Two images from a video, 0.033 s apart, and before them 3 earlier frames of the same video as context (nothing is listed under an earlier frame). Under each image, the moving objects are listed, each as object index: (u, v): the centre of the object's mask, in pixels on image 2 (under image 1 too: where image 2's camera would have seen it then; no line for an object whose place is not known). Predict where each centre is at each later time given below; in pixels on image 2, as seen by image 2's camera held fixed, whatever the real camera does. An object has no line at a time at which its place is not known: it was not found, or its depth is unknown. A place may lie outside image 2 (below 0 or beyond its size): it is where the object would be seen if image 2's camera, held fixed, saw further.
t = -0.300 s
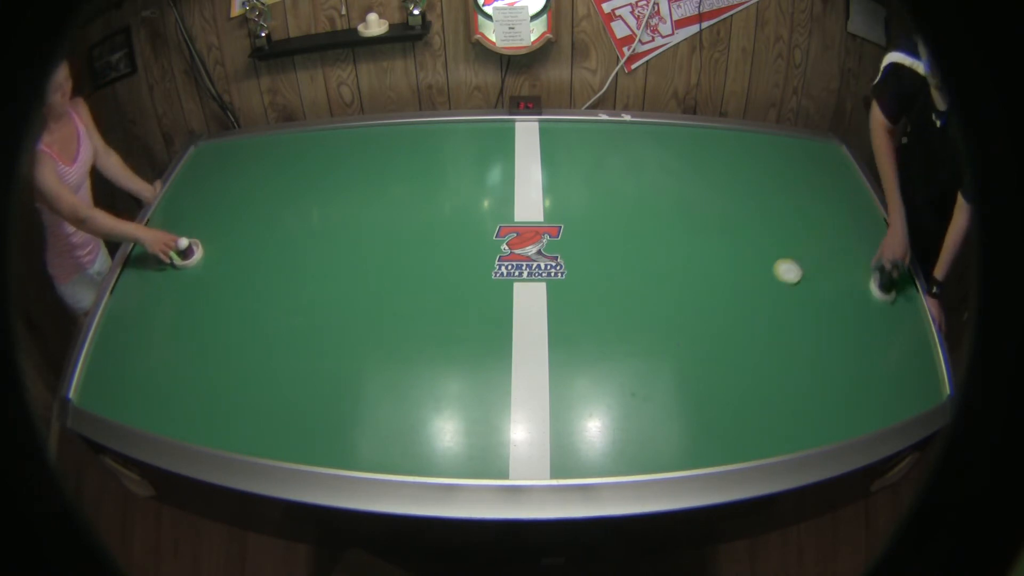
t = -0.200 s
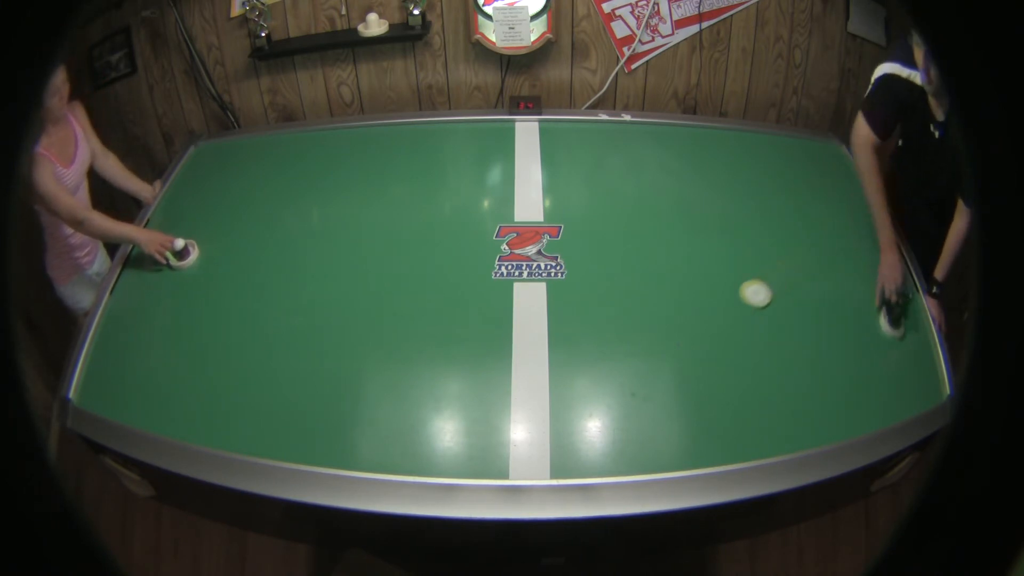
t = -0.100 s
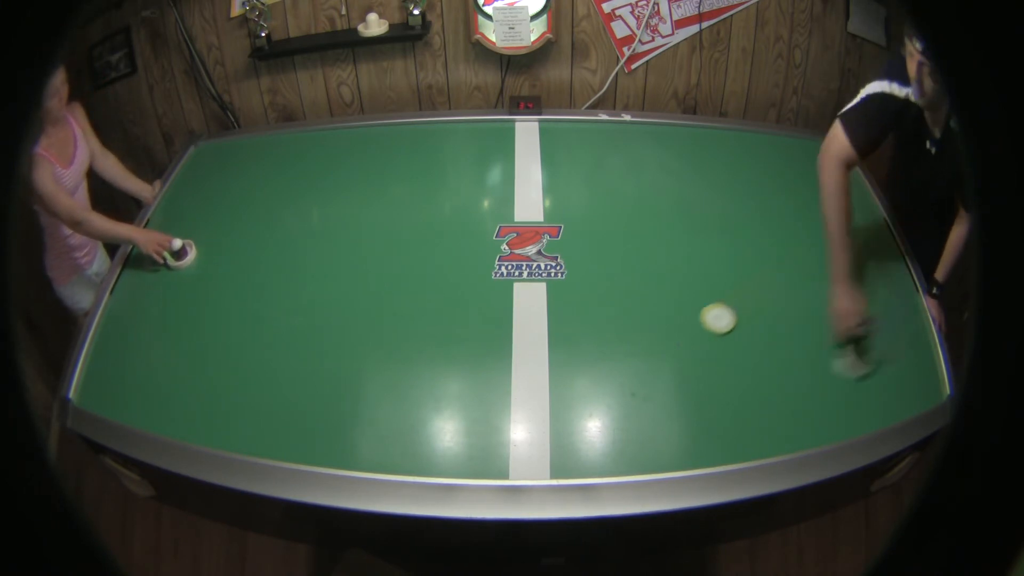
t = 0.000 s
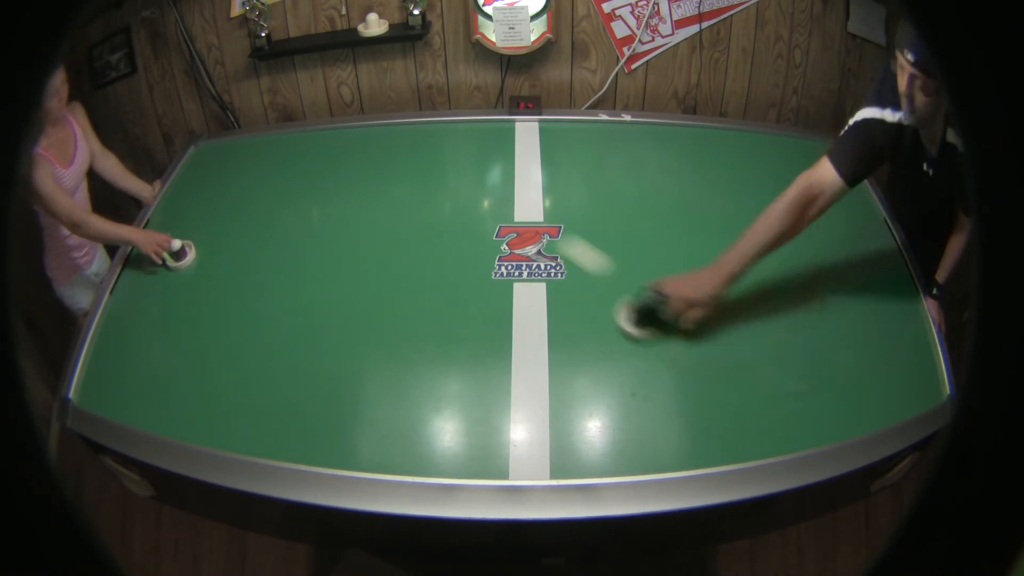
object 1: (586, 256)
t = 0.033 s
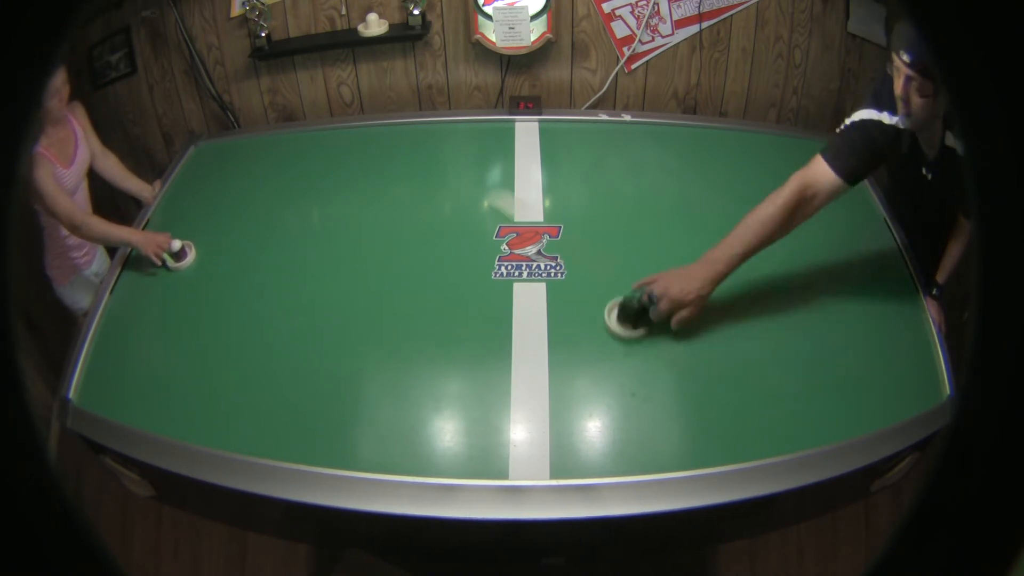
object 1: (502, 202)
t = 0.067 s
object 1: (453, 166)
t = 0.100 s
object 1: (404, 136)
